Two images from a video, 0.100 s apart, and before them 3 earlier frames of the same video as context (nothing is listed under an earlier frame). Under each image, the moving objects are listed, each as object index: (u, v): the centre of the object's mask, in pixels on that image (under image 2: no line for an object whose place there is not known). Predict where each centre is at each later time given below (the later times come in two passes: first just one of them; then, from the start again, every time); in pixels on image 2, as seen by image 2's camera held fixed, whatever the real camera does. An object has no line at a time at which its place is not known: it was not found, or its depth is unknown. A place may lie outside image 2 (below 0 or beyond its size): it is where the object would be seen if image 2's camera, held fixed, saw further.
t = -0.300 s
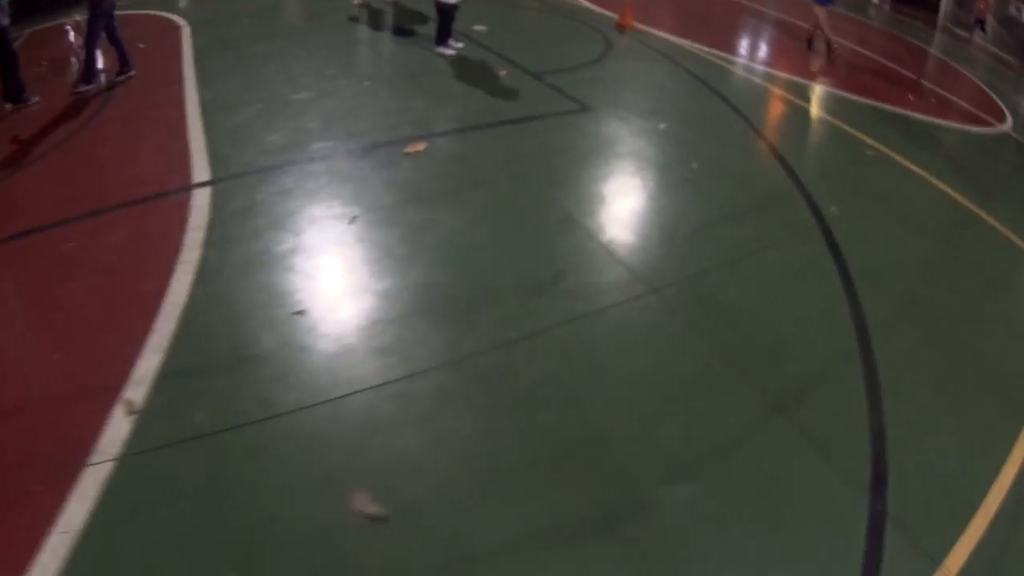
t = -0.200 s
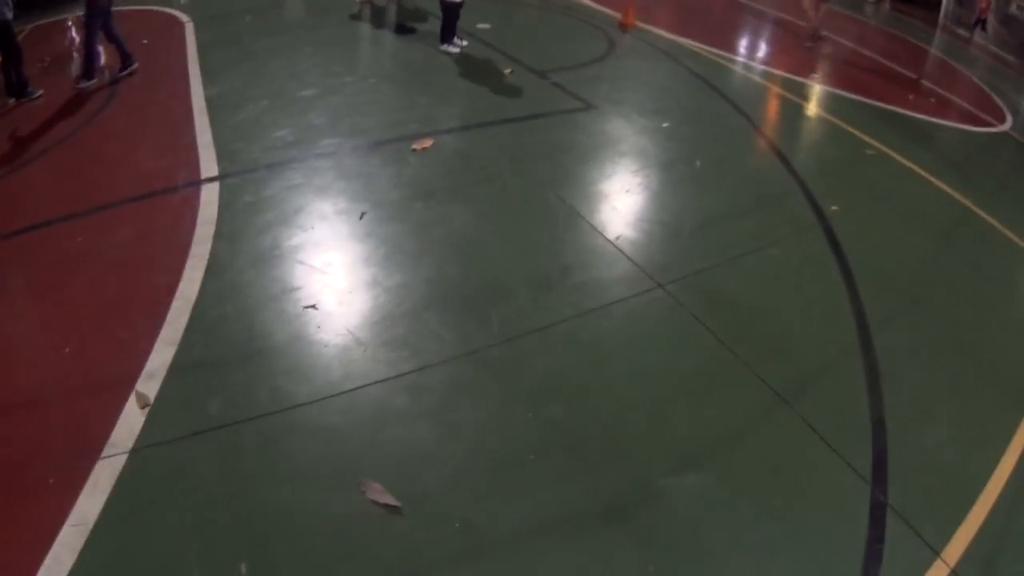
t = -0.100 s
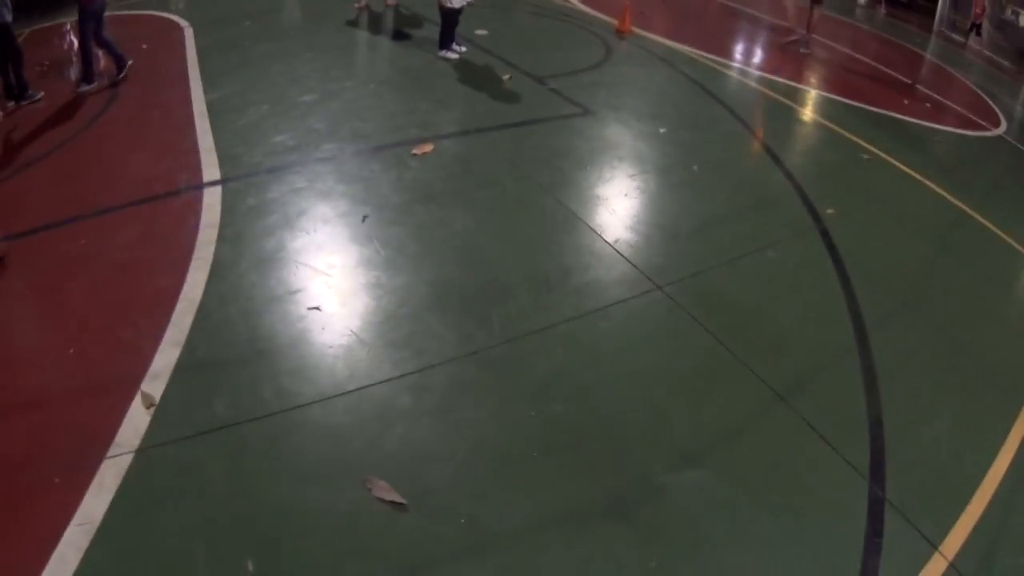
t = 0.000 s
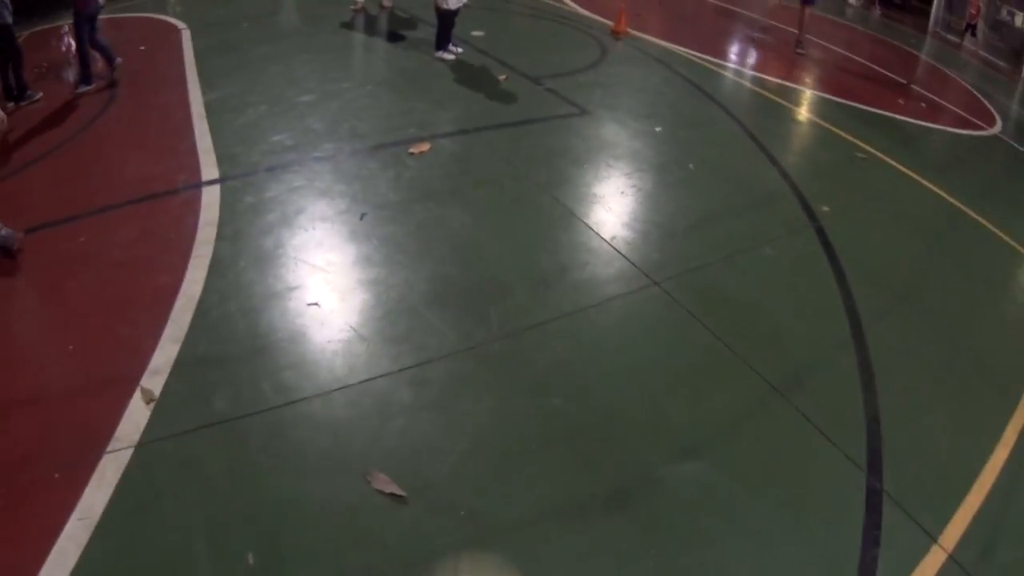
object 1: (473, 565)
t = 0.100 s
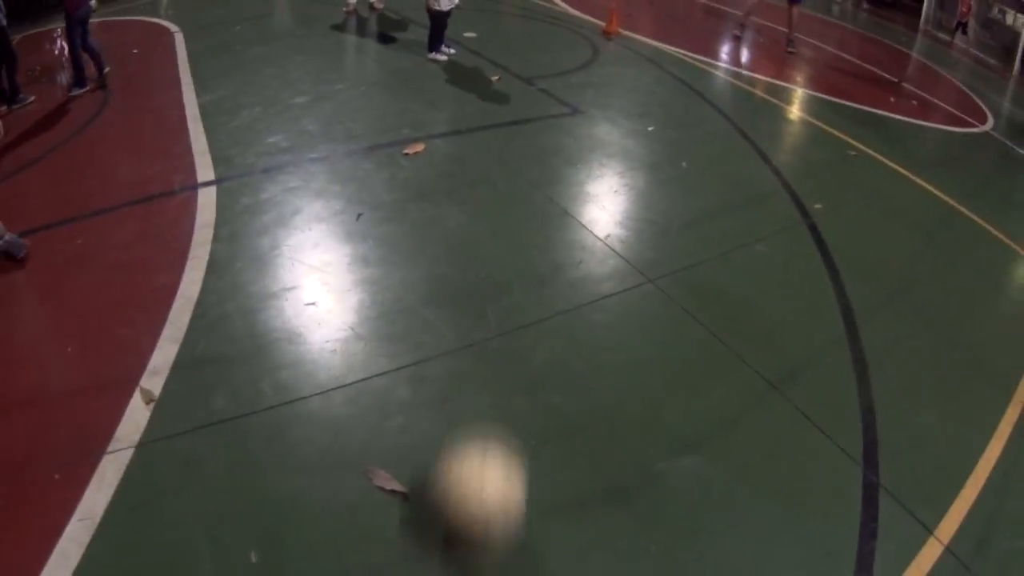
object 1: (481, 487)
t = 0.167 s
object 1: (484, 425)
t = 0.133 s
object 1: (482, 454)
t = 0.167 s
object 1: (484, 425)
